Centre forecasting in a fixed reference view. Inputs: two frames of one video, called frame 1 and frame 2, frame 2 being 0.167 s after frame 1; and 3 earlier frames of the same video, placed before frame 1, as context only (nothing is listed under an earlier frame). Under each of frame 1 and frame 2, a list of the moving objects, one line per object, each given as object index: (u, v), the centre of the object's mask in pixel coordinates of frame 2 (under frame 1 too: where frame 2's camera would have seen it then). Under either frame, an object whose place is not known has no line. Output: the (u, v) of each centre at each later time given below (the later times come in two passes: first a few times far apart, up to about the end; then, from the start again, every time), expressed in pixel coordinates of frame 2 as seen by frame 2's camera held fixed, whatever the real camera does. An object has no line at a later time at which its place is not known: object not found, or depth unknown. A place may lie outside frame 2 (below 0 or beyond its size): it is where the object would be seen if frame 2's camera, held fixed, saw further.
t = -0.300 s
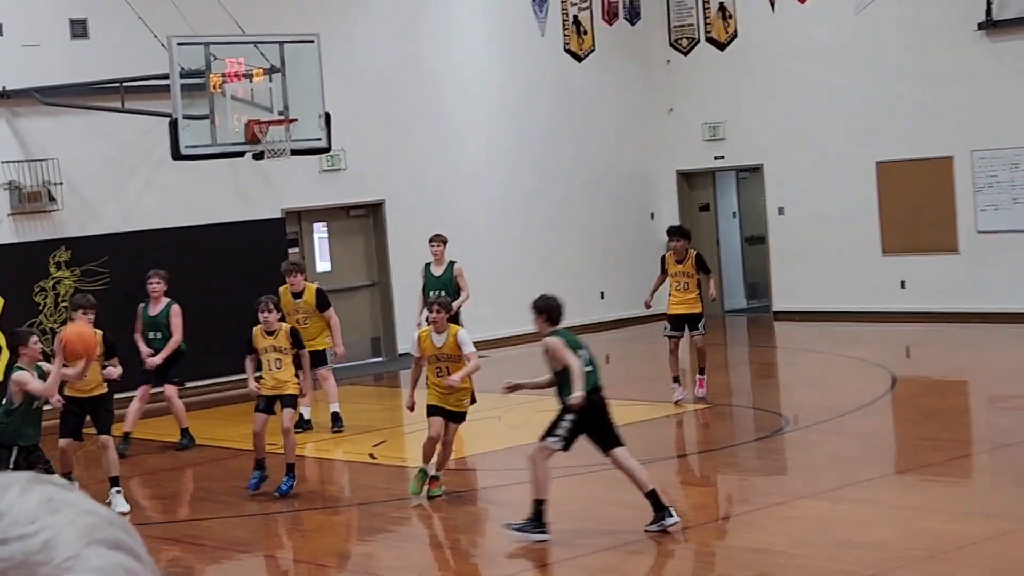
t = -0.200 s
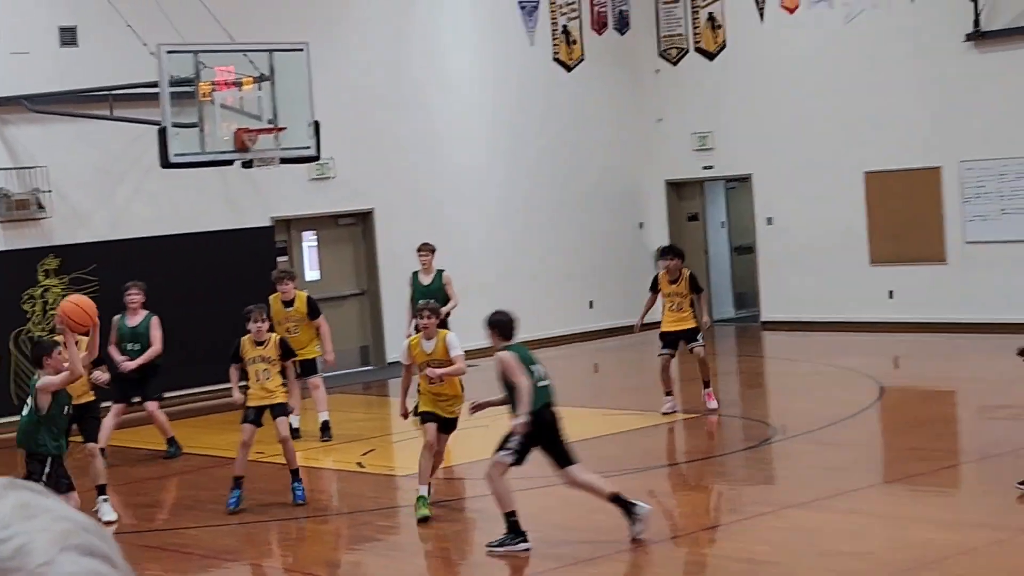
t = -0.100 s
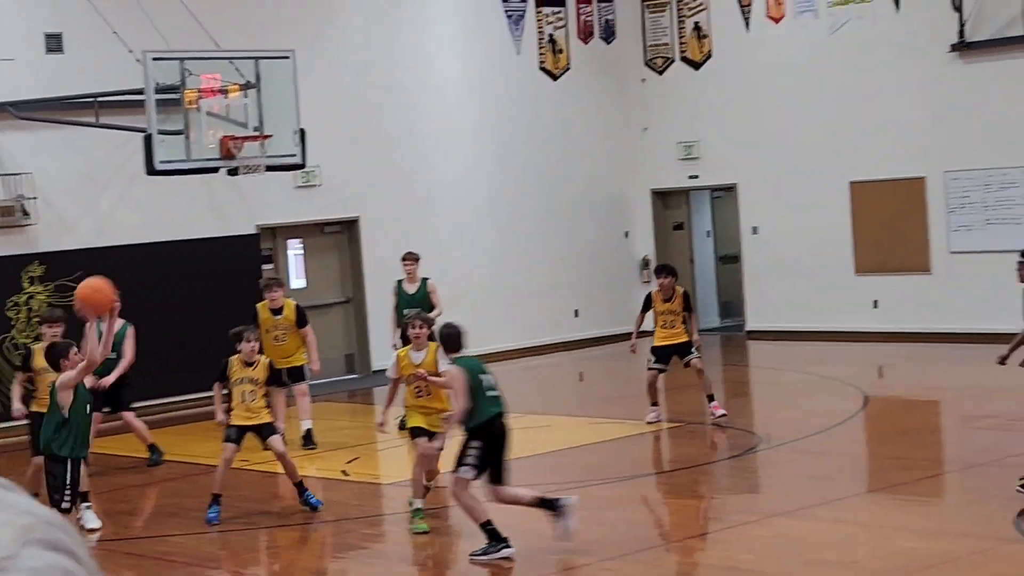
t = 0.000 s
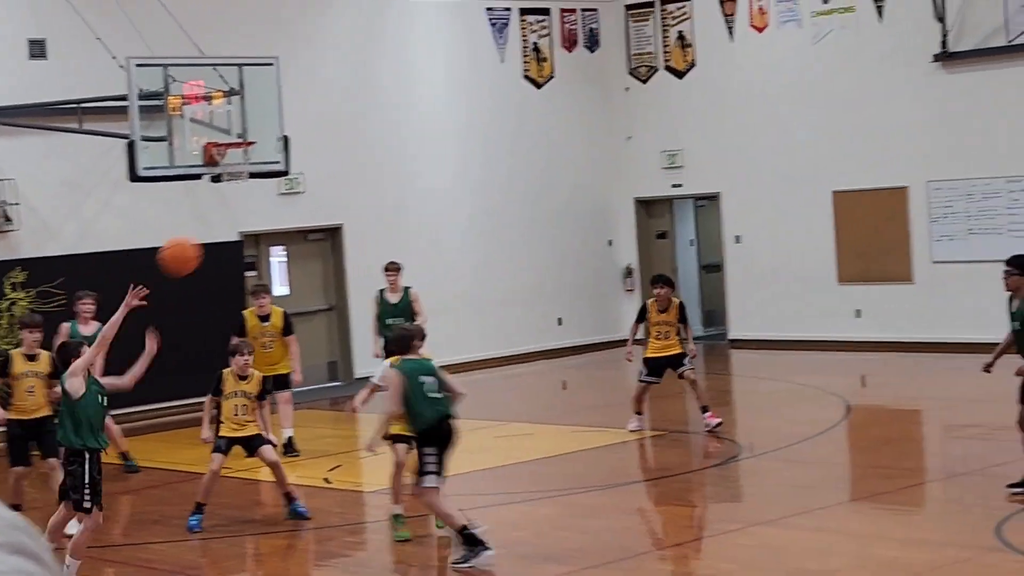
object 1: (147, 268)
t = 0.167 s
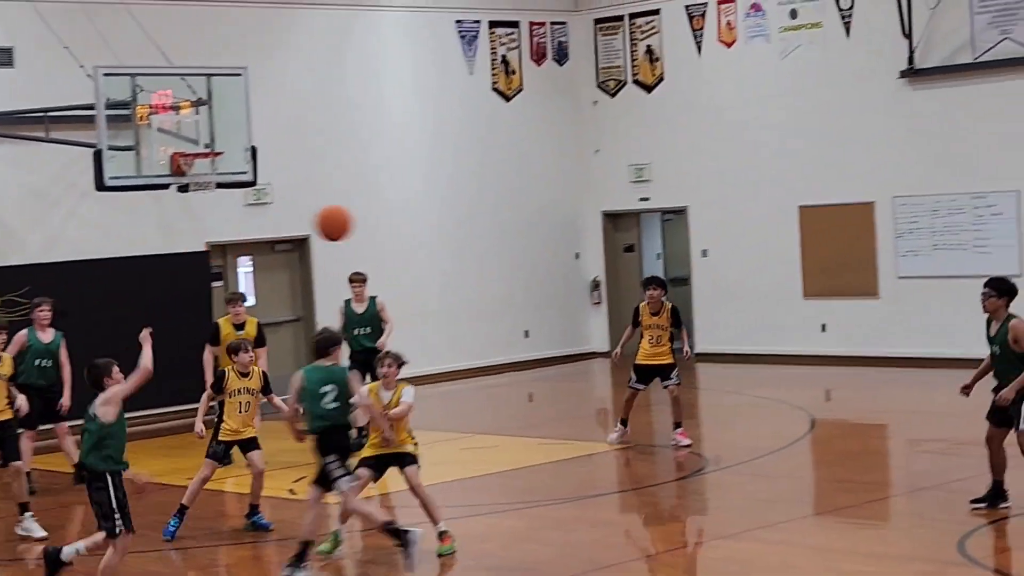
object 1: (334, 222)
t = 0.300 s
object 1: (477, 220)
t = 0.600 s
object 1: (786, 311)
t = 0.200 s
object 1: (370, 219)
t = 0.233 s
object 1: (406, 218)
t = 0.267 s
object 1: (441, 218)
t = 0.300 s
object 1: (477, 220)
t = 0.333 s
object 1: (512, 224)
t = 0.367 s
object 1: (548, 230)
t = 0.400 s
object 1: (582, 236)
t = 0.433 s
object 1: (617, 245)
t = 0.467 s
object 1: (650, 254)
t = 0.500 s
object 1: (683, 266)
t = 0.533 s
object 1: (717, 278)
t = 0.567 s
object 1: (752, 294)
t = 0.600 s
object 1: (786, 311)
